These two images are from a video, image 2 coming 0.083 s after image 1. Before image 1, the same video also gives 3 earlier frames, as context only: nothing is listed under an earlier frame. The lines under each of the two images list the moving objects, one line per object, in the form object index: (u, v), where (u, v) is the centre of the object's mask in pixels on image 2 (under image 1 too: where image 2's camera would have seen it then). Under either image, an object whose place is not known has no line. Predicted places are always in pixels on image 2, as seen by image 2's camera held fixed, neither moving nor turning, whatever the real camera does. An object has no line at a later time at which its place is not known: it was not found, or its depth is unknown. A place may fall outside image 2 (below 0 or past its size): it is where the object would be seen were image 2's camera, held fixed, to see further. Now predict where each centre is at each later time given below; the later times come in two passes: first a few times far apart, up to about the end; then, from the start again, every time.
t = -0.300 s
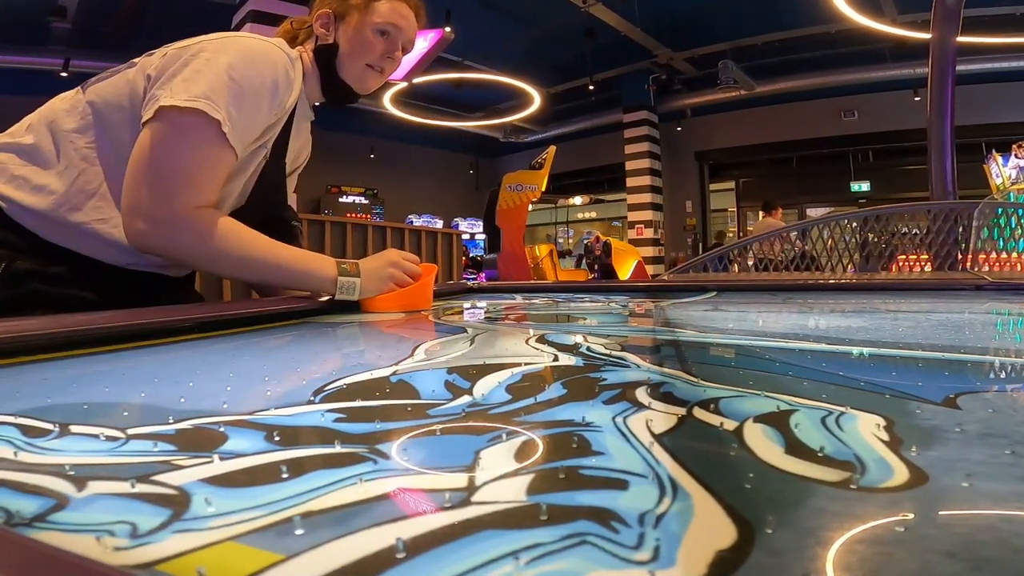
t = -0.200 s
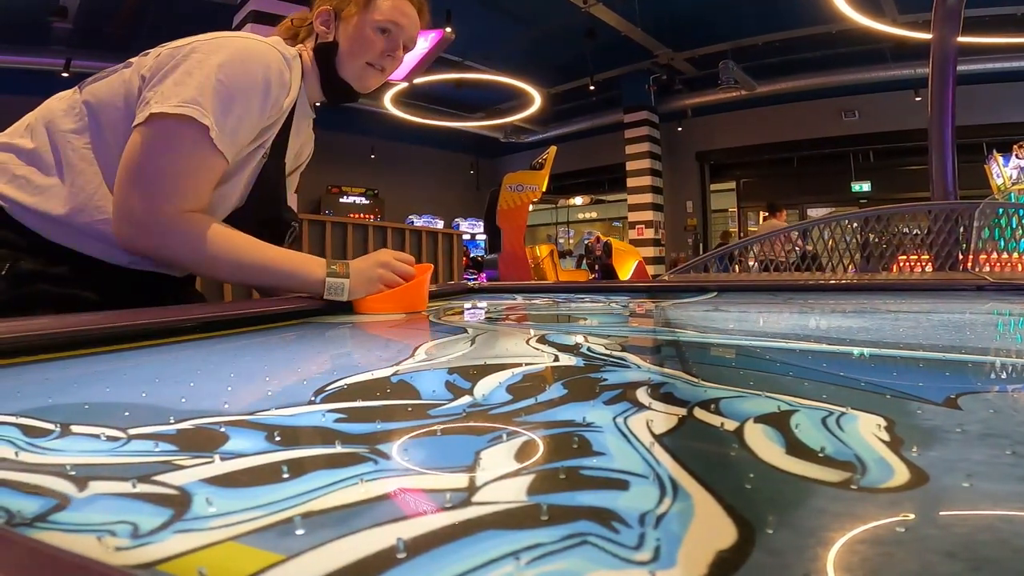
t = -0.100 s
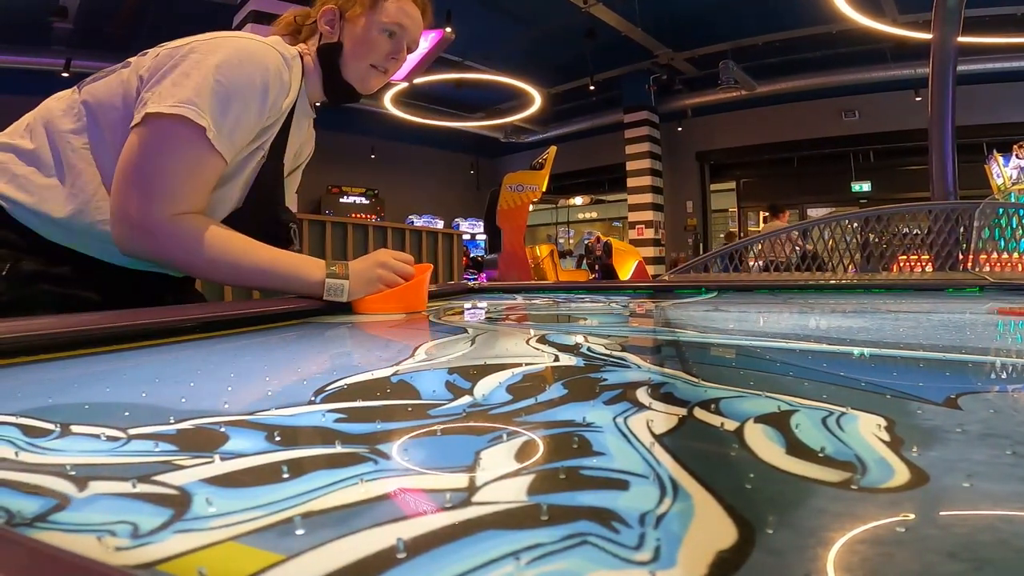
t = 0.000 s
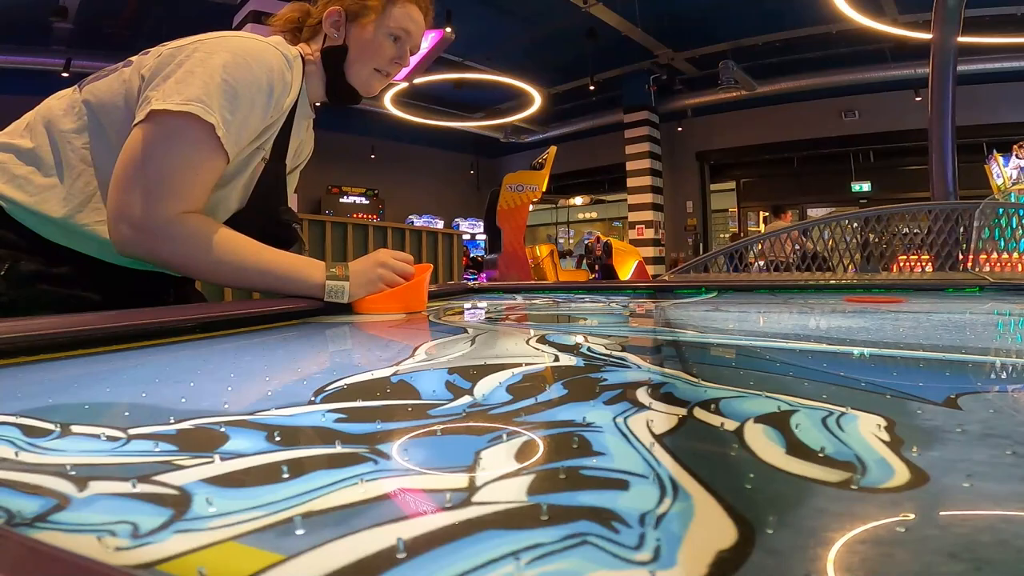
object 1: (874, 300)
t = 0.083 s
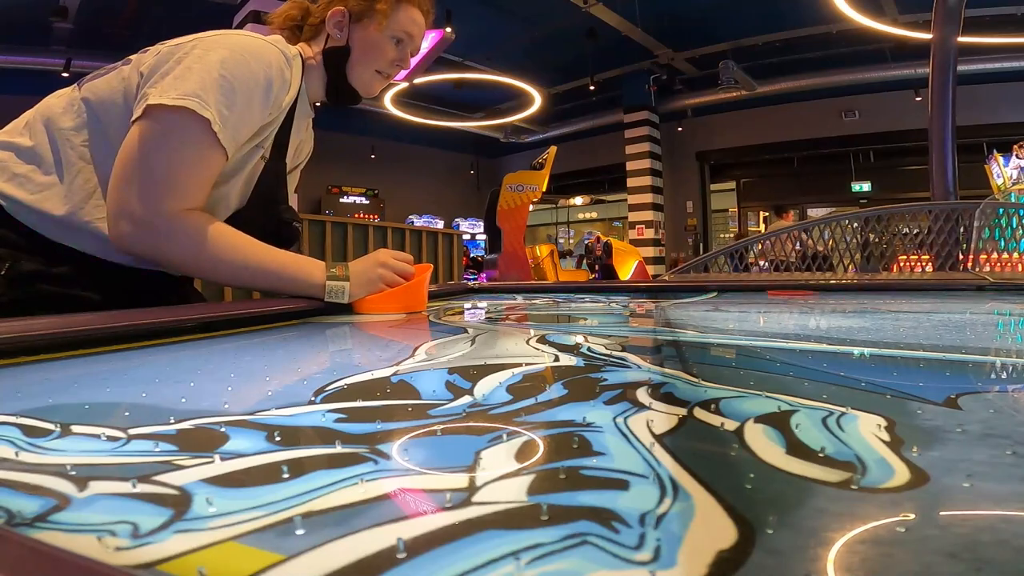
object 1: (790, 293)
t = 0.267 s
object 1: (748, 299)
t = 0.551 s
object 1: (679, 345)
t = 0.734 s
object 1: (252, 534)
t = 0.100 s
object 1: (777, 292)
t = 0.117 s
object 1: (765, 292)
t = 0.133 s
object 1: (759, 292)
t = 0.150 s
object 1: (758, 292)
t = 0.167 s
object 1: (756, 293)
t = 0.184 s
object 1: (755, 294)
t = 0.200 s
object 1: (753, 295)
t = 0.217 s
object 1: (752, 296)
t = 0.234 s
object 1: (750, 296)
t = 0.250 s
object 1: (749, 297)
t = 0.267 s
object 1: (748, 299)
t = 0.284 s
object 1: (745, 301)
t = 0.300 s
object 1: (744, 302)
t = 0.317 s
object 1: (741, 303)
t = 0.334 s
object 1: (738, 305)
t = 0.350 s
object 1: (736, 306)
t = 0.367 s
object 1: (733, 307)
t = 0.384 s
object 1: (731, 310)
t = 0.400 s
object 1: (728, 312)
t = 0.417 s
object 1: (725, 314)
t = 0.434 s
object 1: (722, 317)
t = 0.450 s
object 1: (717, 319)
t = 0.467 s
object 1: (712, 322)
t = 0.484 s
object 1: (707, 326)
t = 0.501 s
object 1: (702, 329)
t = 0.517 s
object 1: (694, 335)
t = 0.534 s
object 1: (689, 339)
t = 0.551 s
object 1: (679, 345)
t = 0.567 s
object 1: (672, 351)
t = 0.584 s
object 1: (663, 357)
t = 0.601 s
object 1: (649, 368)
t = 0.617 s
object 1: (632, 379)
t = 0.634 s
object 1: (611, 391)
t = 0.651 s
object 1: (587, 409)
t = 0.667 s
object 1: (553, 432)
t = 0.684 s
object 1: (506, 464)
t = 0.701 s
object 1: (441, 502)
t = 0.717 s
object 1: (335, 523)
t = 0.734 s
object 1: (252, 534)
